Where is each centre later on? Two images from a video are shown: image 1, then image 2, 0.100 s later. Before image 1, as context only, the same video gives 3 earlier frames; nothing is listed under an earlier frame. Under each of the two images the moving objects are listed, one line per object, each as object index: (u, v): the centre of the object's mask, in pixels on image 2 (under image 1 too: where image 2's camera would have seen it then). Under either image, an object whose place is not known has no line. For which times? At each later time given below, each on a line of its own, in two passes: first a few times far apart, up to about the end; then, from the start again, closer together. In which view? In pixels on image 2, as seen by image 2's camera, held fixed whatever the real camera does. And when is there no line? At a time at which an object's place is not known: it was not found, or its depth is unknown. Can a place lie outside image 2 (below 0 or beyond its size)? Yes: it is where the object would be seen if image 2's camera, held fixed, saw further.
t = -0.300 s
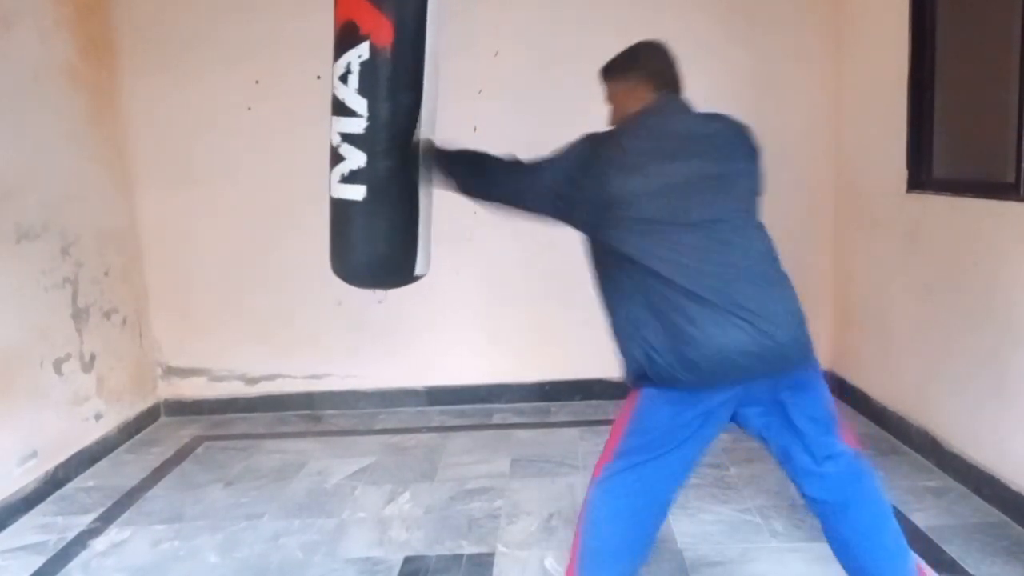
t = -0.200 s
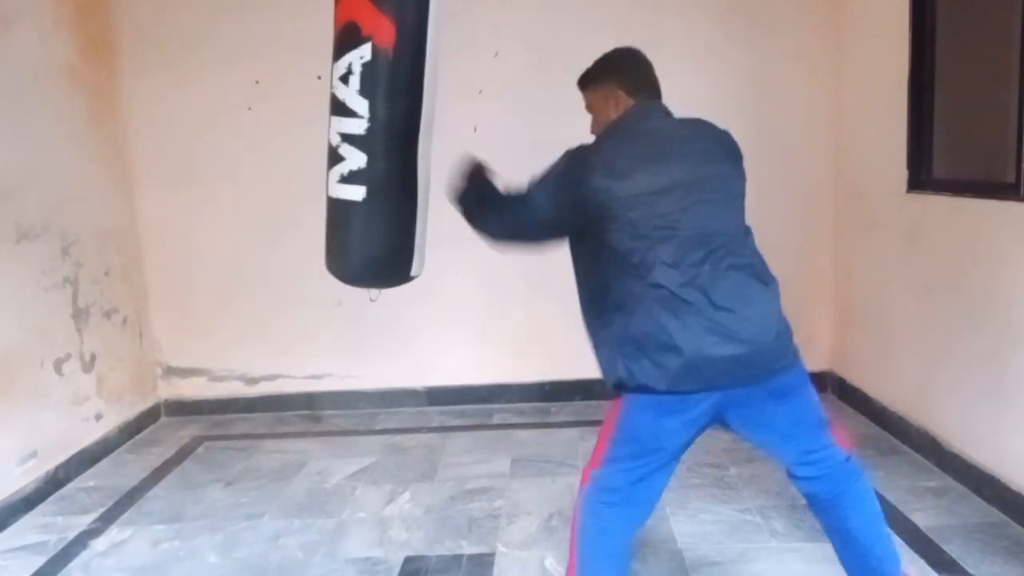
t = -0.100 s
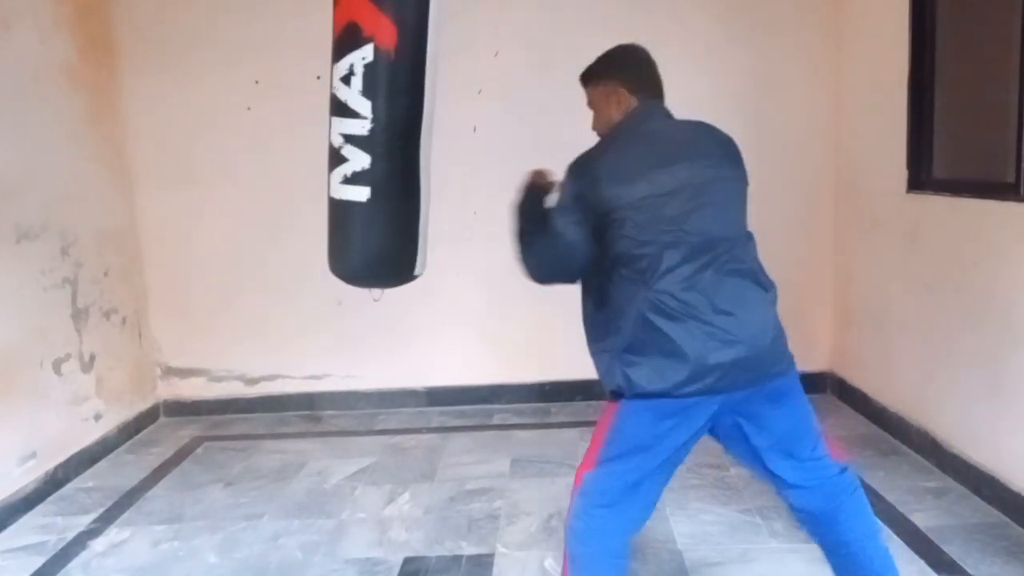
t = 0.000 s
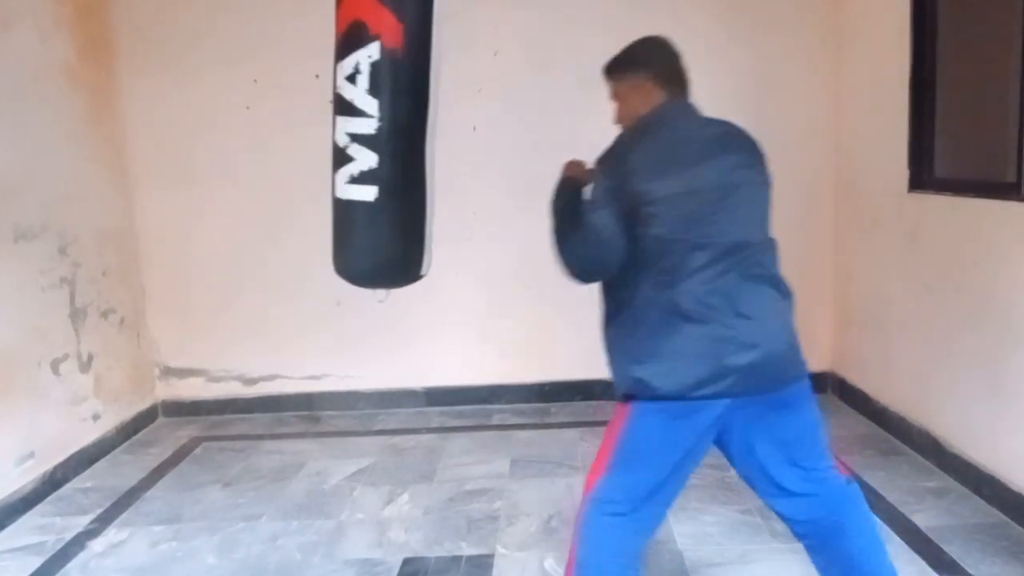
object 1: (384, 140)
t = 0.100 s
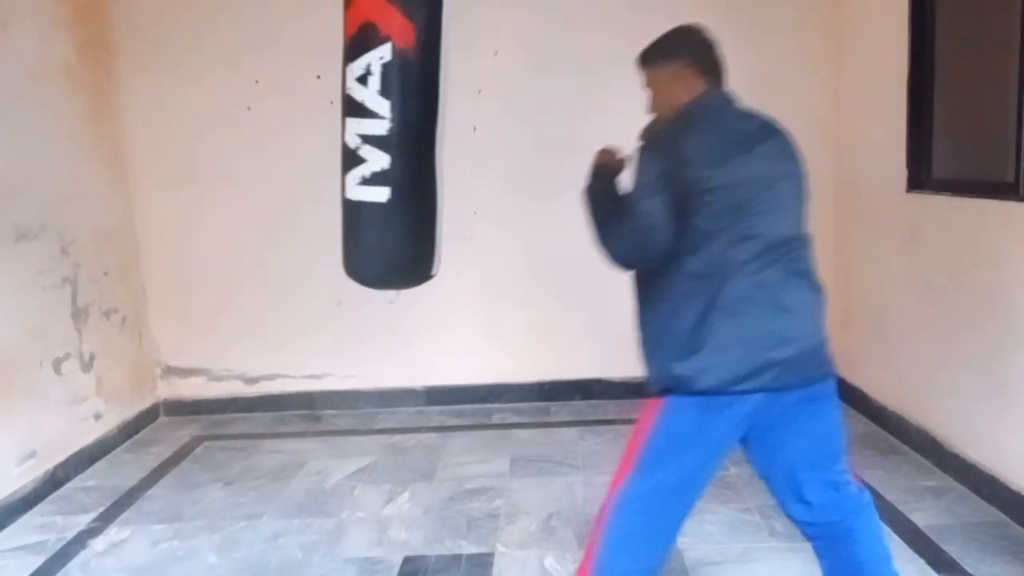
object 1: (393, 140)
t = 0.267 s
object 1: (411, 143)
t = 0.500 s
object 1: (450, 143)
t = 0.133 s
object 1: (396, 142)
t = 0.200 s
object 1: (402, 142)
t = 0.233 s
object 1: (407, 142)
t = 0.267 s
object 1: (411, 143)
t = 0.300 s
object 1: (417, 143)
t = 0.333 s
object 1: (422, 143)
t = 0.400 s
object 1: (433, 143)
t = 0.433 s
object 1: (438, 143)
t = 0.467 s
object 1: (444, 143)
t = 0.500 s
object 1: (450, 143)
